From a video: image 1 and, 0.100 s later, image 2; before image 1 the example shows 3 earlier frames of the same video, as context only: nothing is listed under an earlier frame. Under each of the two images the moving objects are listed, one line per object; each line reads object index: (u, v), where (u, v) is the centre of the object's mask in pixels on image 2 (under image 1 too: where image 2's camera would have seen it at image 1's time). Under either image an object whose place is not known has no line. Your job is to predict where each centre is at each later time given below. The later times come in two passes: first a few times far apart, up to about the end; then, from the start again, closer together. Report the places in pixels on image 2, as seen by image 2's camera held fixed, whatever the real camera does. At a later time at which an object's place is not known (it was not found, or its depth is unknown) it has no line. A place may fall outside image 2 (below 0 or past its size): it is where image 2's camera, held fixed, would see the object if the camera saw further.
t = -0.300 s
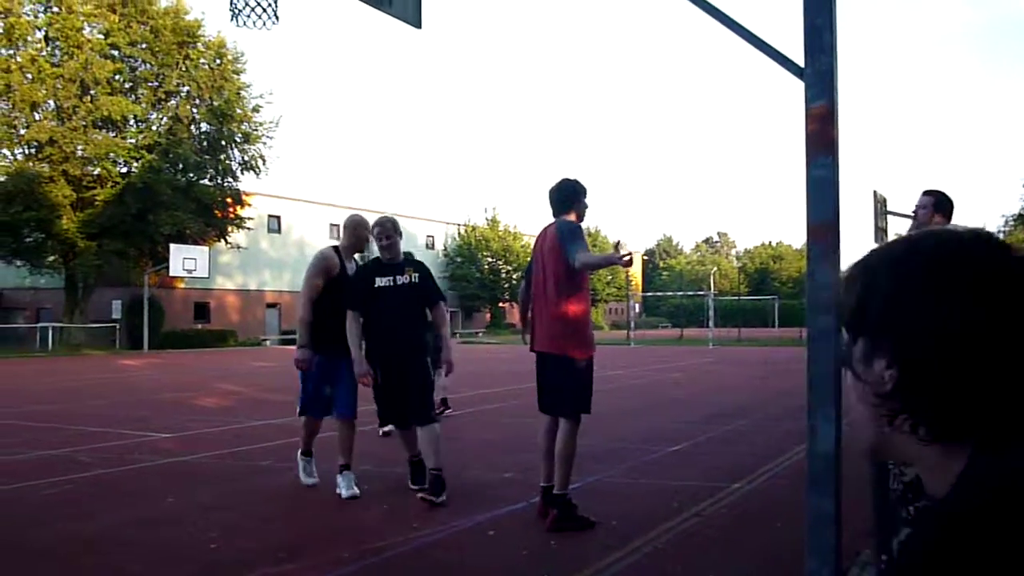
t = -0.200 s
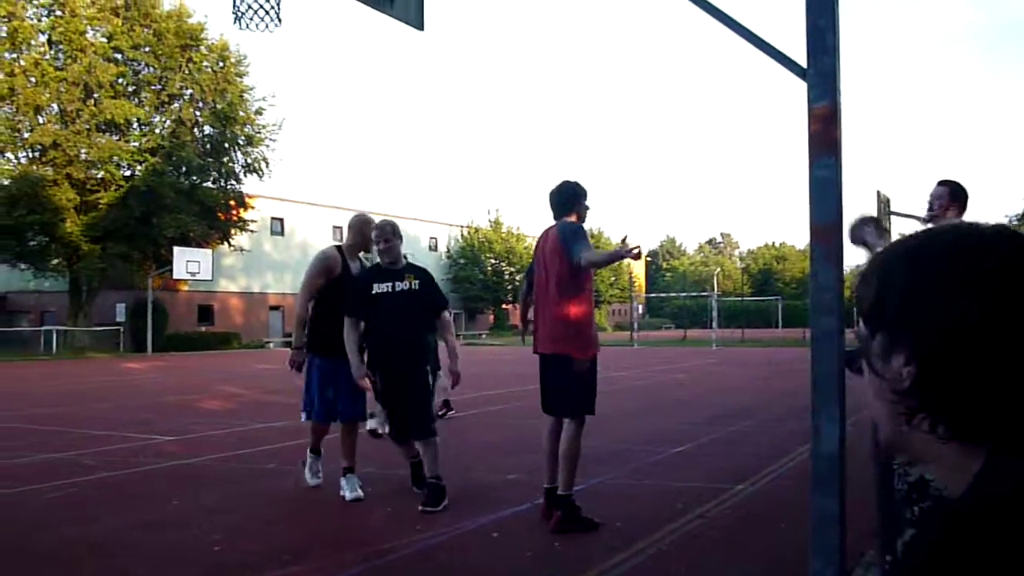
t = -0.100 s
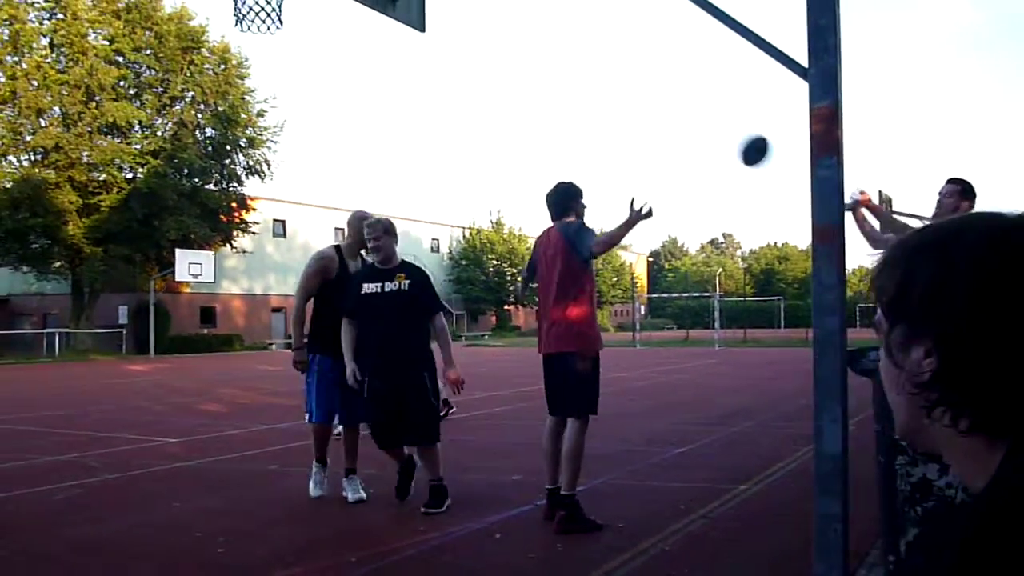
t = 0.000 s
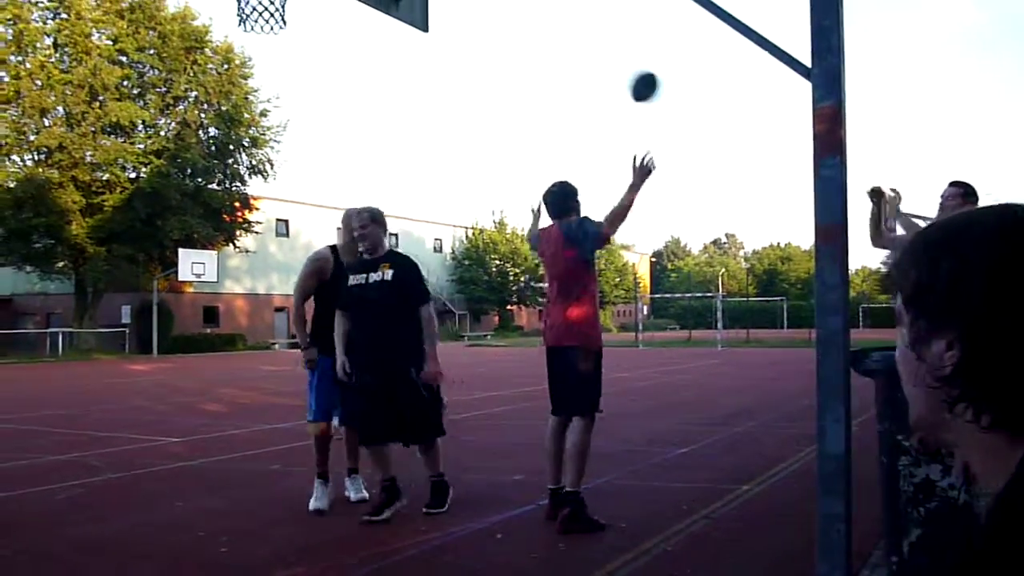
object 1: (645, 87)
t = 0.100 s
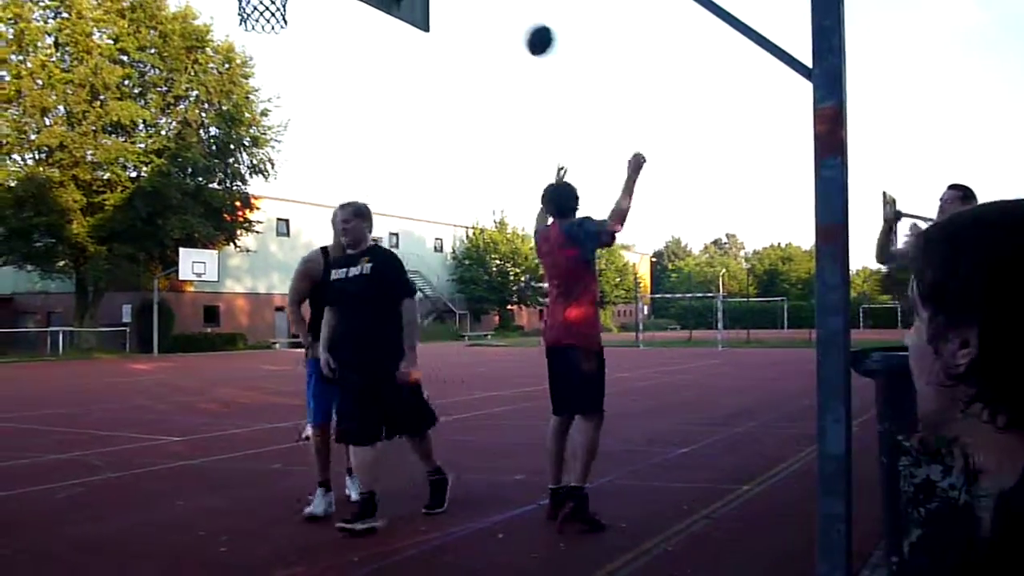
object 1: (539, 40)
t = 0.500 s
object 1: (186, 0)
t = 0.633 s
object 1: (91, 28)
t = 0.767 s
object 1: (4, 71)
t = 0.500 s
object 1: (186, 0)
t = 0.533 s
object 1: (160, 5)
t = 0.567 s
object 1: (136, 12)
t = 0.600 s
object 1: (114, 20)
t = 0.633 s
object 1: (91, 28)
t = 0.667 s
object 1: (68, 38)
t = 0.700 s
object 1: (47, 47)
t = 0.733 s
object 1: (24, 58)
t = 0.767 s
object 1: (4, 71)
